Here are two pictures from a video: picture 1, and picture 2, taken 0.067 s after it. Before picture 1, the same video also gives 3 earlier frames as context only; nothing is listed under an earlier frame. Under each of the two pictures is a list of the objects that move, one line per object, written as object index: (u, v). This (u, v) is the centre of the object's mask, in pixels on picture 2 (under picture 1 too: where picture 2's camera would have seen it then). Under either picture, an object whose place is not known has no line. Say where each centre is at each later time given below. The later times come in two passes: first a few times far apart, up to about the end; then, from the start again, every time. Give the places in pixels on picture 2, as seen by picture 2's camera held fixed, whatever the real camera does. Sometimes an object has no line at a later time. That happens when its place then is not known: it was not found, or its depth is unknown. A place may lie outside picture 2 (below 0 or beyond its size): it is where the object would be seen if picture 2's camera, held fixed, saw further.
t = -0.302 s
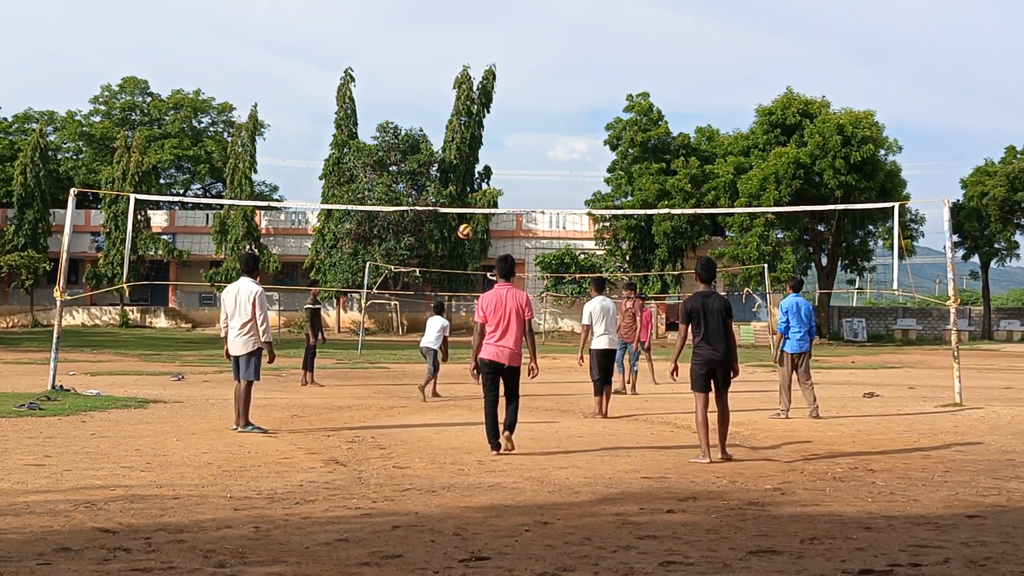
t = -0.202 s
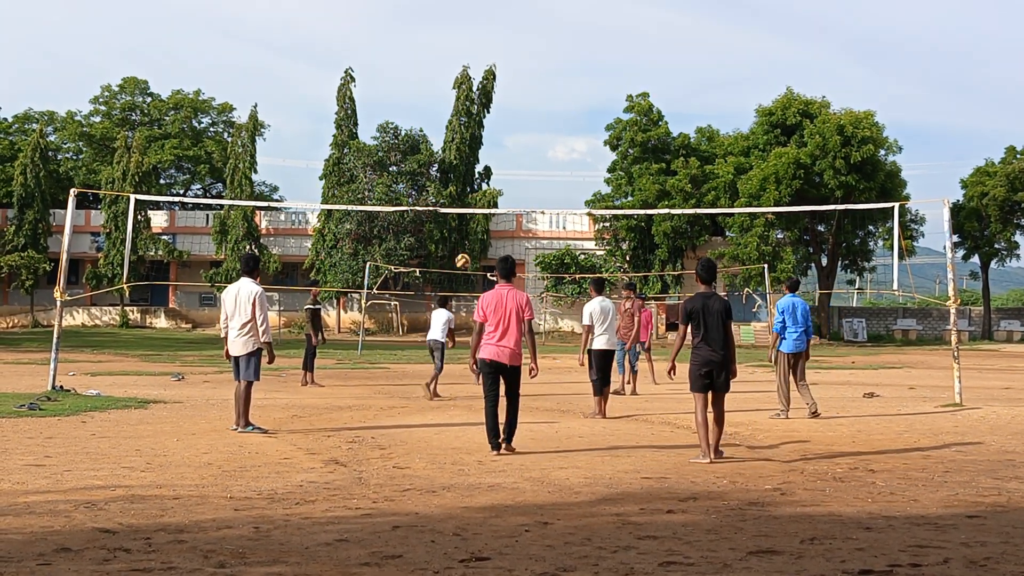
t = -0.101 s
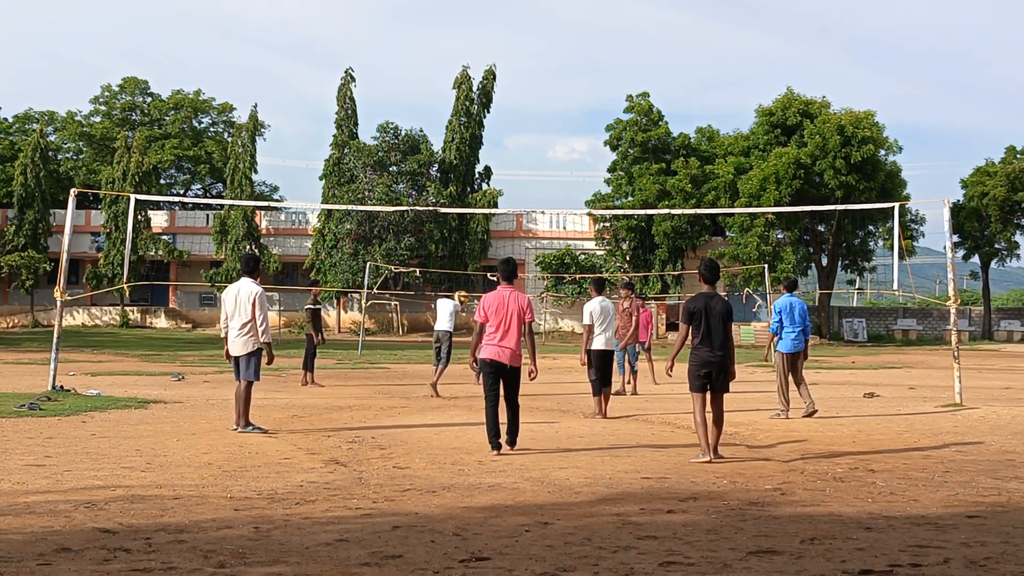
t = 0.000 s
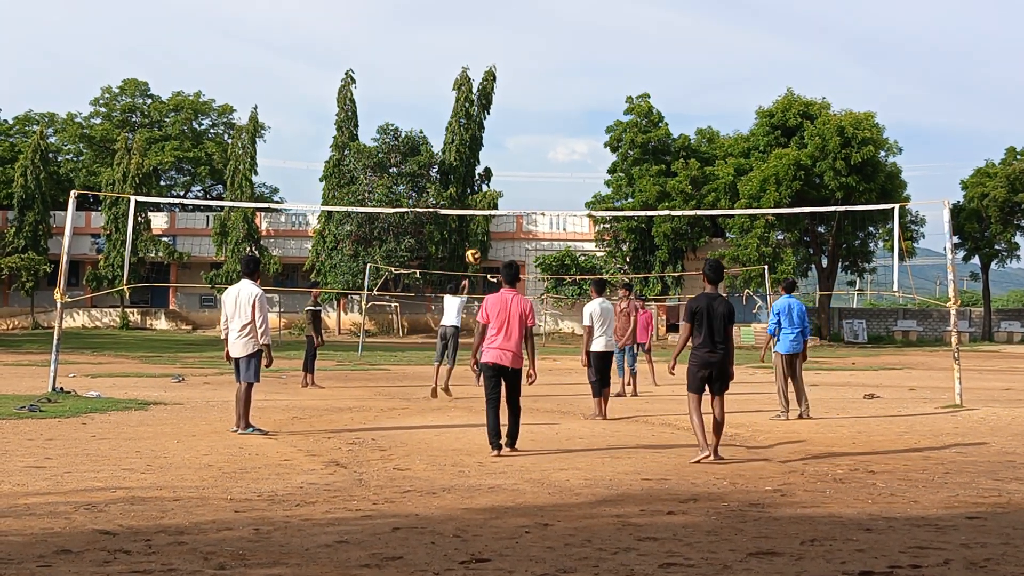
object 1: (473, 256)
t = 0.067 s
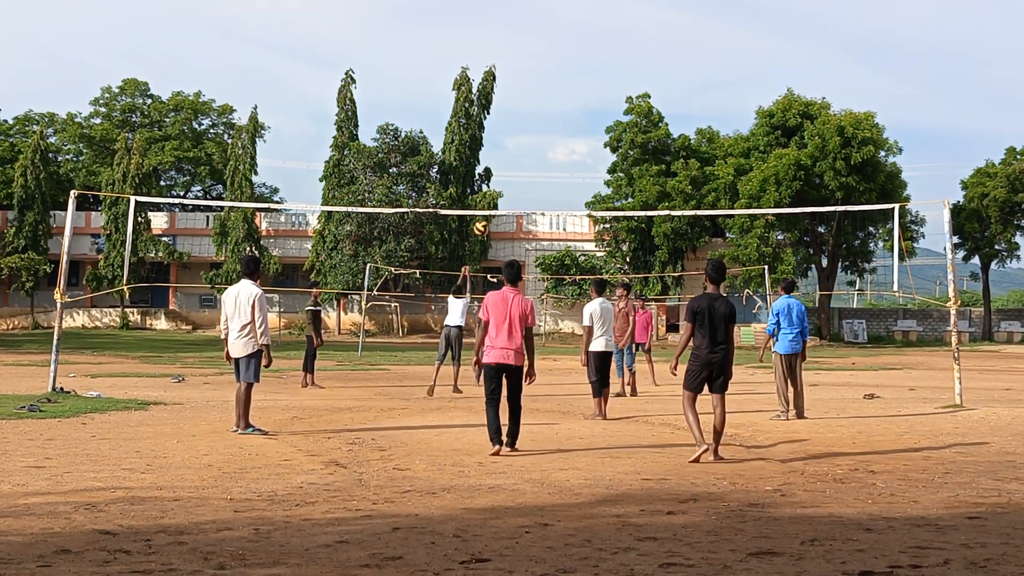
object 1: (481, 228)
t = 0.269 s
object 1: (506, 161)
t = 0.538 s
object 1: (537, 116)
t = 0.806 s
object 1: (568, 121)
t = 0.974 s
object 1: (586, 149)
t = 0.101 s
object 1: (484, 216)
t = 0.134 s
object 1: (490, 202)
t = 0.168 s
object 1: (495, 191)
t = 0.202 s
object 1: (498, 180)
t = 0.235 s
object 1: (502, 170)
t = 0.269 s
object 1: (506, 161)
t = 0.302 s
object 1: (510, 153)
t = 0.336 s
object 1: (514, 146)
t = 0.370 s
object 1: (518, 139)
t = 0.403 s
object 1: (522, 132)
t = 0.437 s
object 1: (526, 127)
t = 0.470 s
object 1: (530, 123)
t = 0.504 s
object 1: (534, 119)
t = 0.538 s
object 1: (537, 116)
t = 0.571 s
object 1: (541, 114)
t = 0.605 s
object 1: (545, 113)
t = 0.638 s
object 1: (549, 112)
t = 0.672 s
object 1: (553, 112)
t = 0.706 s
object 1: (557, 113)
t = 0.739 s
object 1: (561, 115)
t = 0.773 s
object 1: (564, 118)
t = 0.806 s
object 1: (568, 121)
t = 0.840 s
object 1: (571, 126)
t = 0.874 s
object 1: (575, 130)
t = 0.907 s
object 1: (579, 136)
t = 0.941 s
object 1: (583, 142)
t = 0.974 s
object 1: (586, 149)
